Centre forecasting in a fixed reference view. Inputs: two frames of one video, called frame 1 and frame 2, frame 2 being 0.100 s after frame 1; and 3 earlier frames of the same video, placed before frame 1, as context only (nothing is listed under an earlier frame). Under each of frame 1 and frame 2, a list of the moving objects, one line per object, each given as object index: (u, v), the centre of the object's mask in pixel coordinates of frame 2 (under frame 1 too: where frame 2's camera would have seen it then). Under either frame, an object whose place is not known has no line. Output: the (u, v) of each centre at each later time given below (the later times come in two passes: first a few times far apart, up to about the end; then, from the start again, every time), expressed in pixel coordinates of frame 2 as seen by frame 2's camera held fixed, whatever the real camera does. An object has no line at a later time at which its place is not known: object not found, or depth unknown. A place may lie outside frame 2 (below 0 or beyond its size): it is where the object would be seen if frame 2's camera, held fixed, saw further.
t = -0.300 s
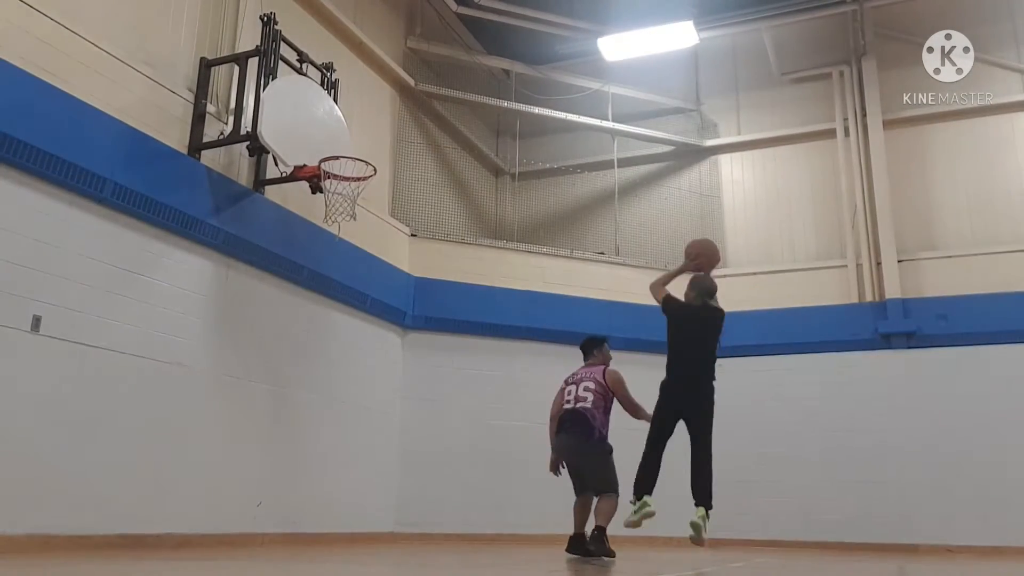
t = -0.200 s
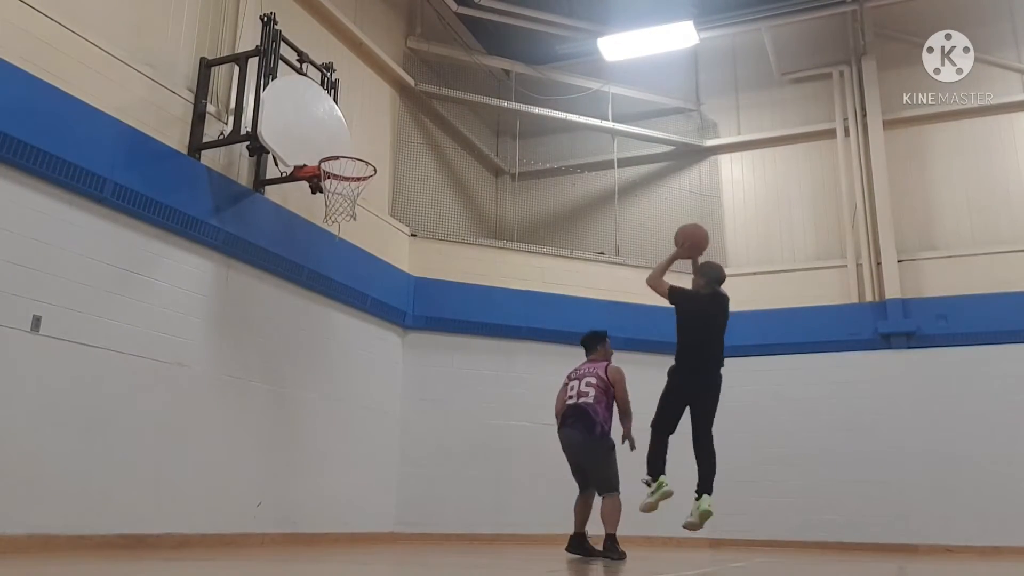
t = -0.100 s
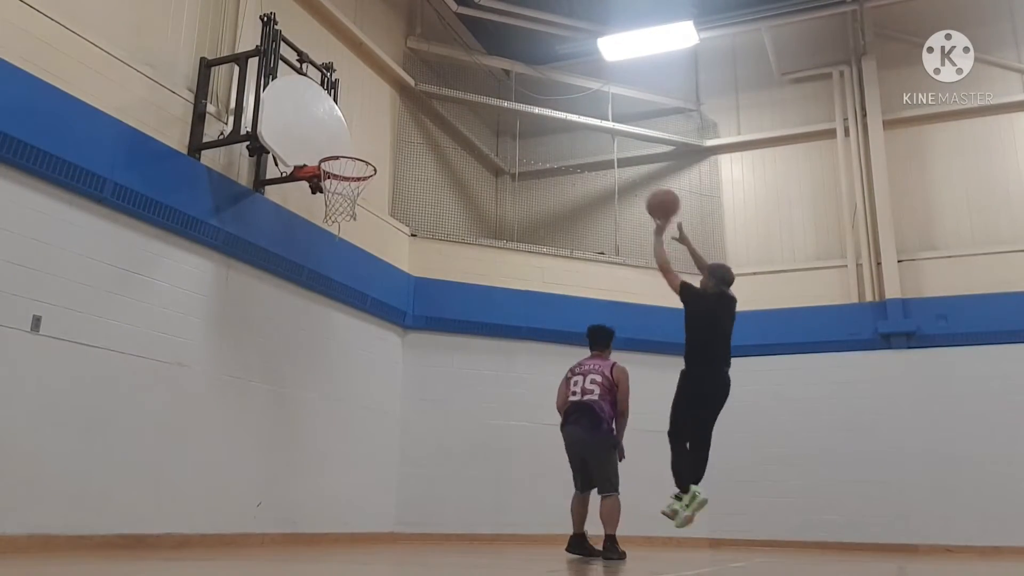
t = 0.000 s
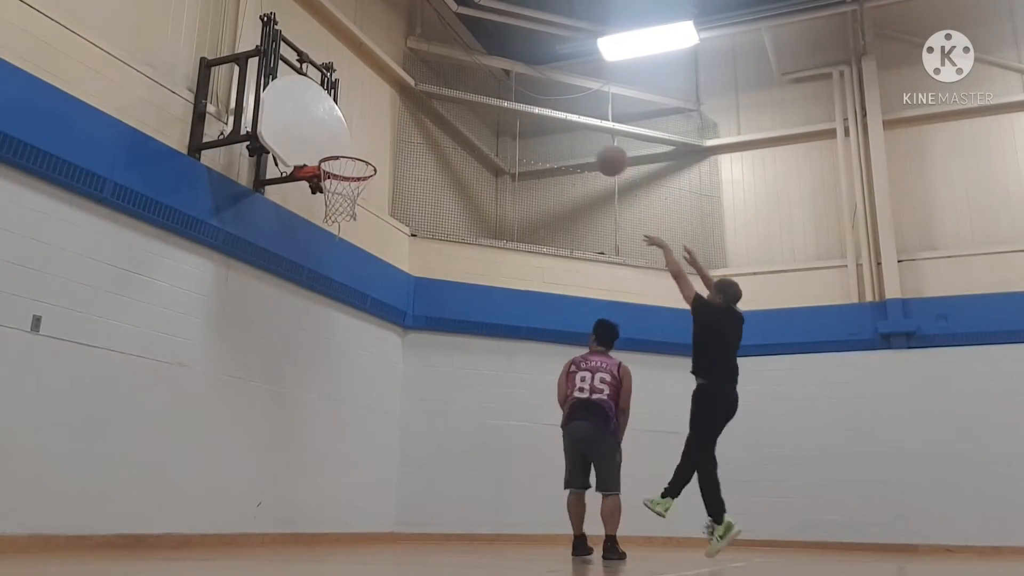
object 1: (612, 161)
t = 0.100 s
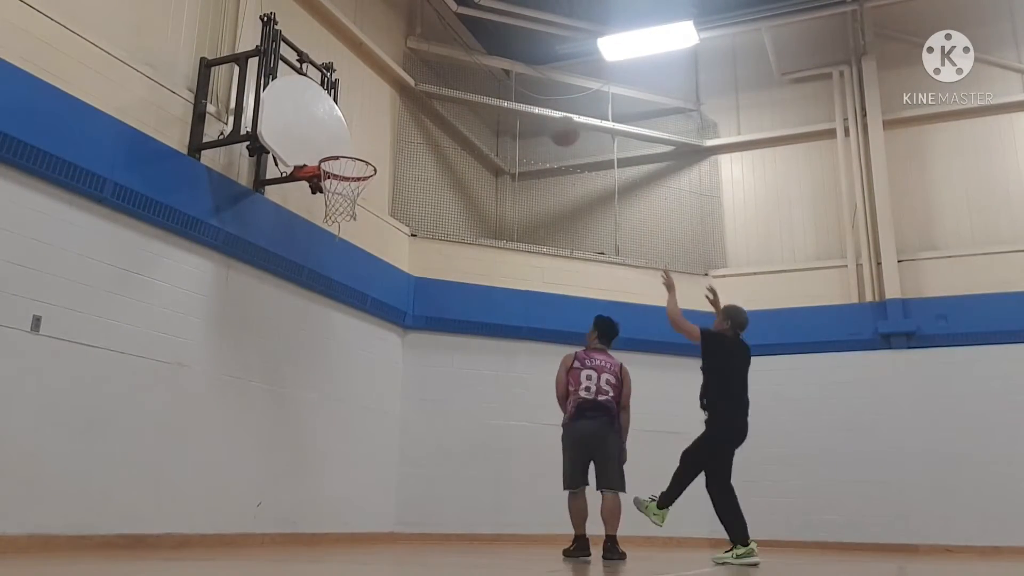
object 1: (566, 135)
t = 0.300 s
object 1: (477, 111)
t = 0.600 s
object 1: (357, 159)
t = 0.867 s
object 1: (346, 220)
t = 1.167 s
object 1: (358, 362)
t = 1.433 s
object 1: (372, 476)
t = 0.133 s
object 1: (549, 124)
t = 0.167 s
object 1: (534, 119)
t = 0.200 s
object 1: (519, 114)
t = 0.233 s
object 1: (506, 111)
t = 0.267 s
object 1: (492, 109)
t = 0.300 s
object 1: (477, 111)
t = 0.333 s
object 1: (464, 112)
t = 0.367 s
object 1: (451, 111)
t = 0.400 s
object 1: (434, 115)
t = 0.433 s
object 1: (423, 119)
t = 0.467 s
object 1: (409, 125)
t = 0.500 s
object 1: (395, 132)
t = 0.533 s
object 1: (382, 140)
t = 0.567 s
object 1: (370, 148)
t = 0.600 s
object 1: (357, 159)
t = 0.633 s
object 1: (343, 170)
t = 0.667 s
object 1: (339, 177)
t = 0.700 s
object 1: (339, 184)
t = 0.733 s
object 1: (339, 192)
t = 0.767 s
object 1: (340, 200)
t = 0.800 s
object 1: (342, 210)
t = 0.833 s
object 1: (344, 212)
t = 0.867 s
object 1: (346, 220)
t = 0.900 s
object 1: (347, 229)
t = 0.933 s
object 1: (349, 240)
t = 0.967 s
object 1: (351, 253)
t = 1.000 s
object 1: (352, 267)
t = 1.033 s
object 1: (354, 283)
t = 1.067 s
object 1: (355, 300)
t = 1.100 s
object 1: (356, 319)
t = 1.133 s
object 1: (357, 340)
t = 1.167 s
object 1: (358, 362)
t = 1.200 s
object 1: (359, 388)
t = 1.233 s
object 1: (359, 415)
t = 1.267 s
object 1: (360, 445)
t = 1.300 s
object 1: (361, 477)
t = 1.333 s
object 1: (361, 513)
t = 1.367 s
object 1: (362, 533)
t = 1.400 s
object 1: (368, 503)
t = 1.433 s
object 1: (372, 476)
